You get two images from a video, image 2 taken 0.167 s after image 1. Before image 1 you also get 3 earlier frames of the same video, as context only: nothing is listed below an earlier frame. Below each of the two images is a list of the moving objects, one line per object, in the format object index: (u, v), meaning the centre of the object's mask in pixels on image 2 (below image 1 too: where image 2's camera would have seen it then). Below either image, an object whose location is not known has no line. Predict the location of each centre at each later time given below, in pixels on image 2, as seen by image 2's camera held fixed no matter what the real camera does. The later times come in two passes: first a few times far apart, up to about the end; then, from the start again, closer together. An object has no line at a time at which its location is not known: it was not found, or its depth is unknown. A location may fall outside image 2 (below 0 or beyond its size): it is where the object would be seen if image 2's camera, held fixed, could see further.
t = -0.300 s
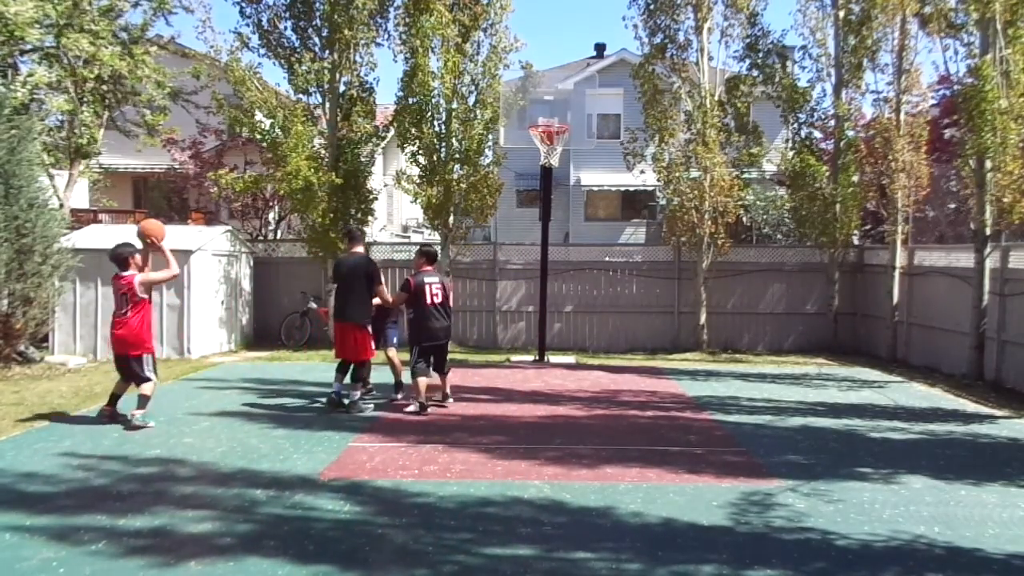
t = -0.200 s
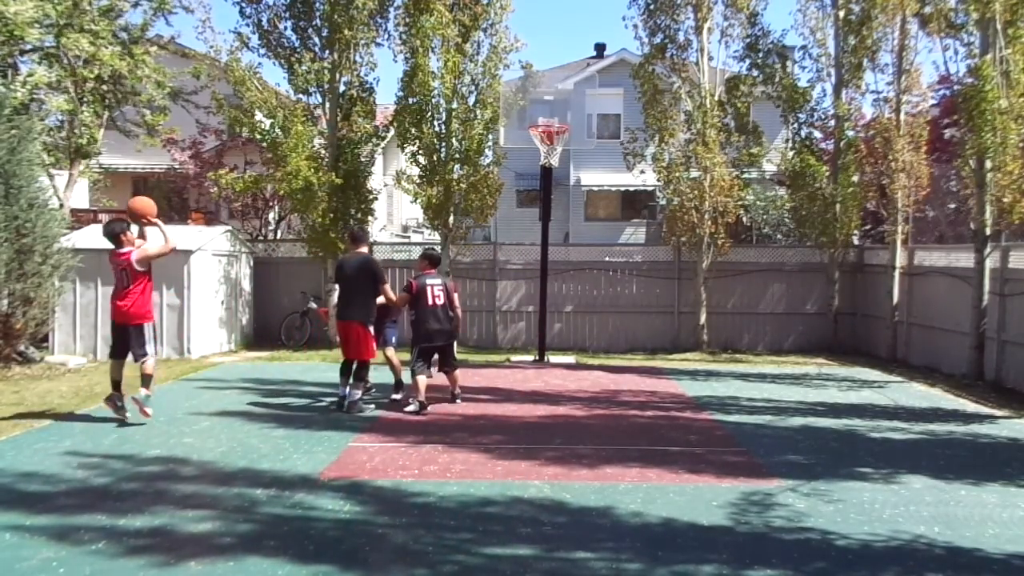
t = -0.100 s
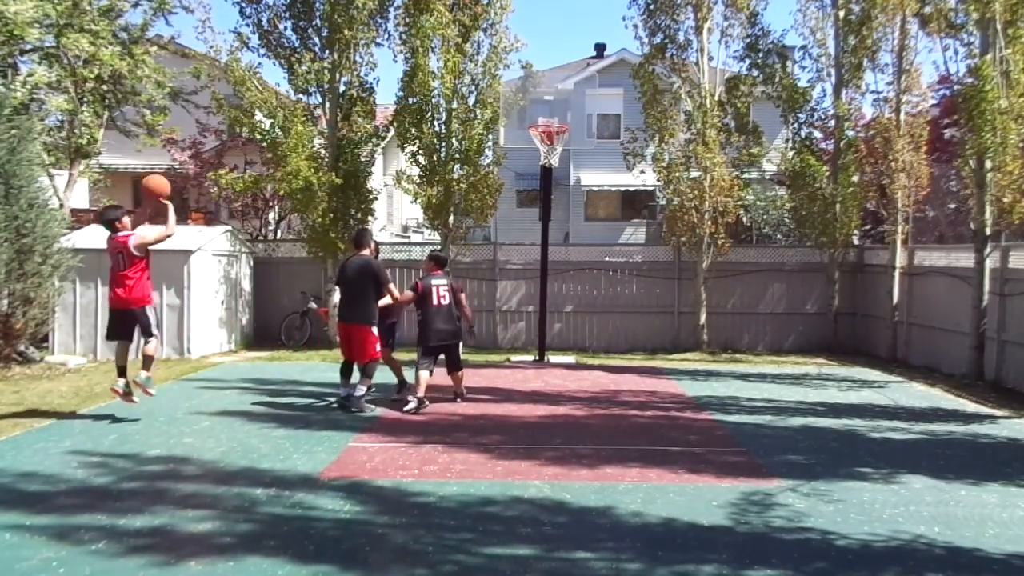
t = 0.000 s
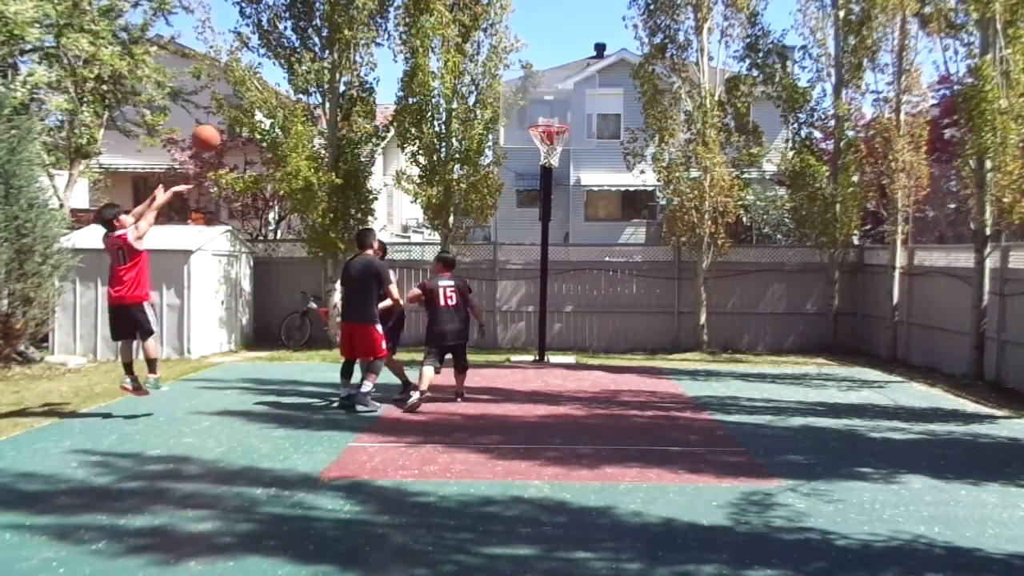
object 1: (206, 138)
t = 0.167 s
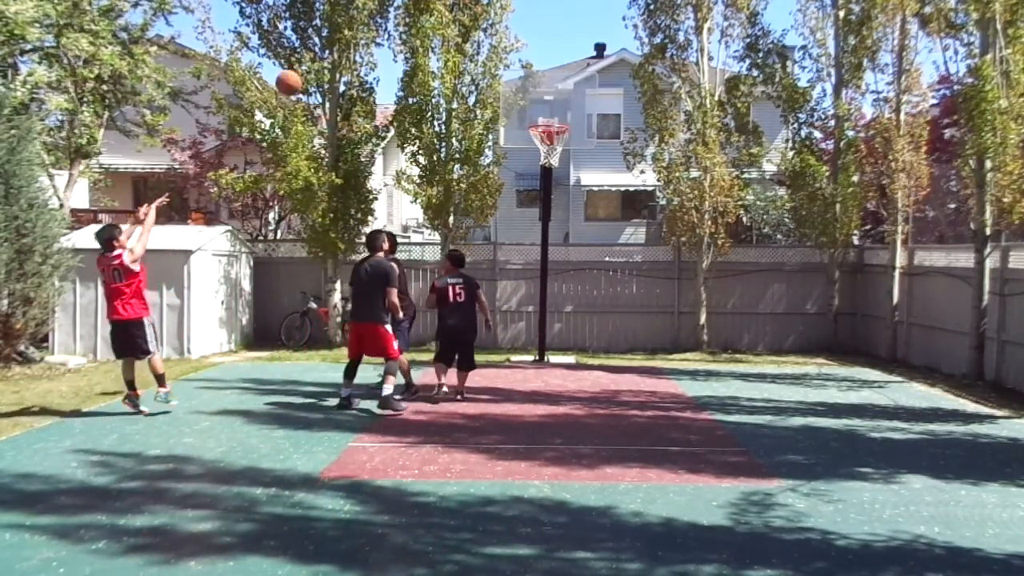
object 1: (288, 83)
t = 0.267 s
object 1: (332, 66)
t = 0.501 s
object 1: (421, 67)
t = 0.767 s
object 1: (503, 122)
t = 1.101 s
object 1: (585, 250)
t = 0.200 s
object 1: (303, 76)
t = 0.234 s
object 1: (318, 70)
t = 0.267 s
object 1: (332, 66)
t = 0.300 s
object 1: (347, 63)
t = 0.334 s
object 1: (359, 61)
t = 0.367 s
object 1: (372, 60)
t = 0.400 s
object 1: (385, 61)
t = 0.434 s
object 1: (398, 62)
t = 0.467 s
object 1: (410, 65)
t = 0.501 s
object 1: (421, 67)
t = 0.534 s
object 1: (433, 71)
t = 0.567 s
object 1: (444, 76)
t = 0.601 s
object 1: (455, 82)
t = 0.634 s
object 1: (465, 88)
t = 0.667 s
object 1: (475, 96)
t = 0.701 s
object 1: (485, 104)
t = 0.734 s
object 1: (495, 112)
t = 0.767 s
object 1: (503, 122)
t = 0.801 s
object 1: (513, 132)
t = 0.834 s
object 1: (522, 143)
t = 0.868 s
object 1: (531, 155)
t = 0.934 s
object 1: (547, 180)
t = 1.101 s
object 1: (585, 250)
